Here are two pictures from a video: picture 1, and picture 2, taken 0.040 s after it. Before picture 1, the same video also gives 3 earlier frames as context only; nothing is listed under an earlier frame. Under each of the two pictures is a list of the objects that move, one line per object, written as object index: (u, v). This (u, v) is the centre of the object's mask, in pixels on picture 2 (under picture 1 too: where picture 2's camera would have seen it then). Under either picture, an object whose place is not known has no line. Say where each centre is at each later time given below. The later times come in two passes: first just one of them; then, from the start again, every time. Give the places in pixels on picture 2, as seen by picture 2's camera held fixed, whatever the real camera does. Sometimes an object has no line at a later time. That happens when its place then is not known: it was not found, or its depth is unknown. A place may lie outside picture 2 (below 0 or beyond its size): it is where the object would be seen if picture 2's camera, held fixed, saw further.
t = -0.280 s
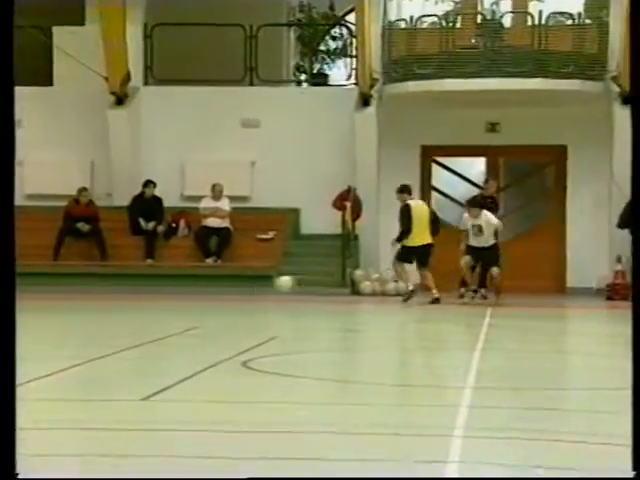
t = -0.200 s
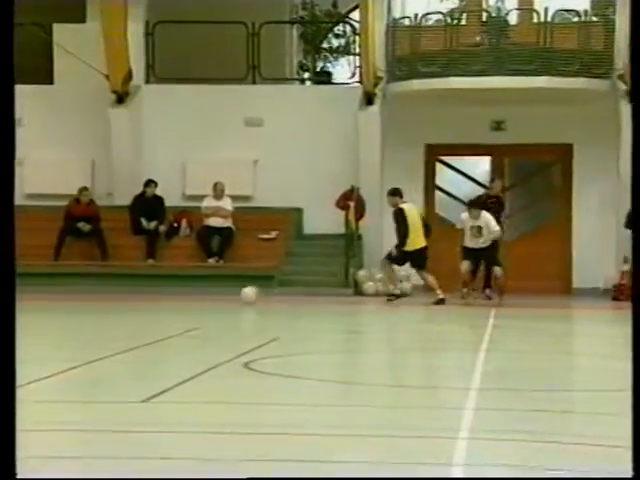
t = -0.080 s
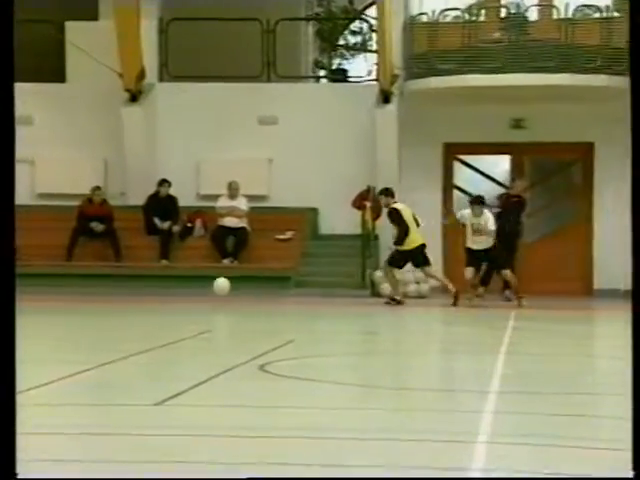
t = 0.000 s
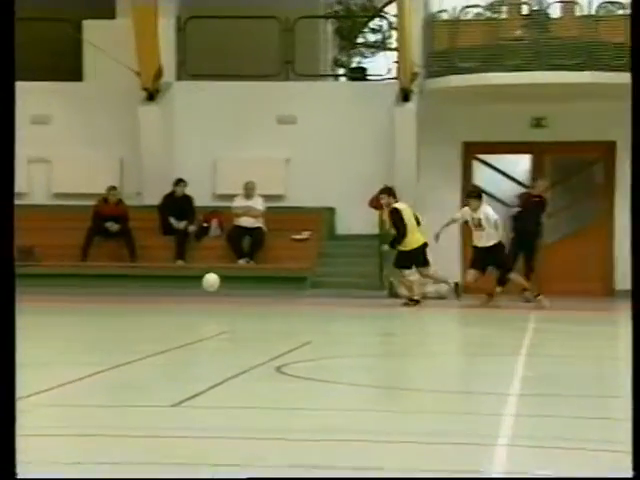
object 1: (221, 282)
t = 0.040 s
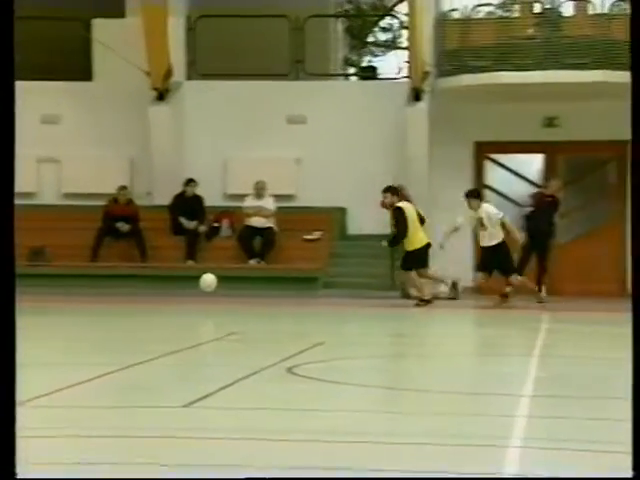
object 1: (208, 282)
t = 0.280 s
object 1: (129, 296)
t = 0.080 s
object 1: (194, 283)
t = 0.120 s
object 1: (181, 284)
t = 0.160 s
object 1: (167, 287)
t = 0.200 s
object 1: (154, 292)
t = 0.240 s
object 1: (141, 298)
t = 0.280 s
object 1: (129, 296)
